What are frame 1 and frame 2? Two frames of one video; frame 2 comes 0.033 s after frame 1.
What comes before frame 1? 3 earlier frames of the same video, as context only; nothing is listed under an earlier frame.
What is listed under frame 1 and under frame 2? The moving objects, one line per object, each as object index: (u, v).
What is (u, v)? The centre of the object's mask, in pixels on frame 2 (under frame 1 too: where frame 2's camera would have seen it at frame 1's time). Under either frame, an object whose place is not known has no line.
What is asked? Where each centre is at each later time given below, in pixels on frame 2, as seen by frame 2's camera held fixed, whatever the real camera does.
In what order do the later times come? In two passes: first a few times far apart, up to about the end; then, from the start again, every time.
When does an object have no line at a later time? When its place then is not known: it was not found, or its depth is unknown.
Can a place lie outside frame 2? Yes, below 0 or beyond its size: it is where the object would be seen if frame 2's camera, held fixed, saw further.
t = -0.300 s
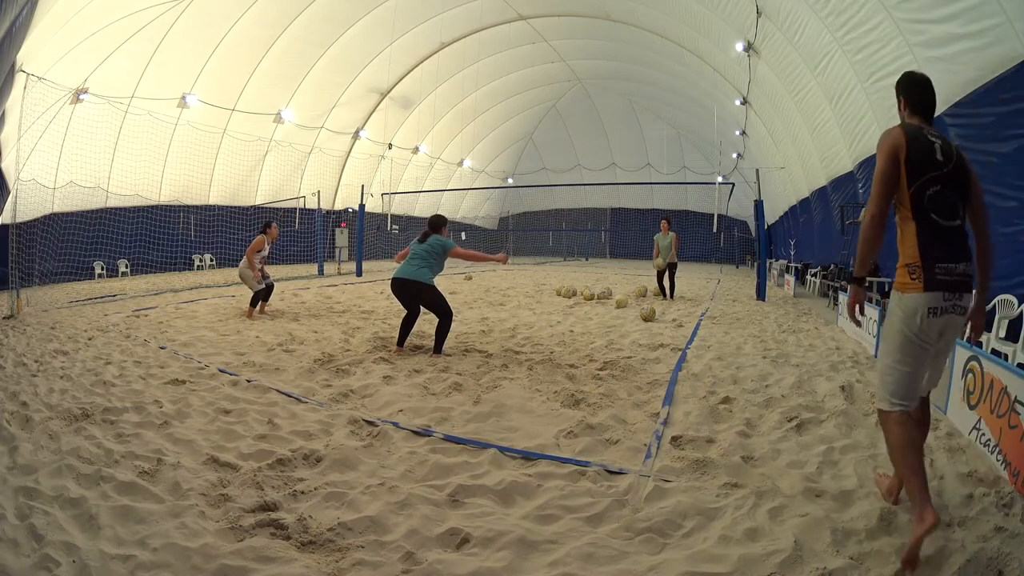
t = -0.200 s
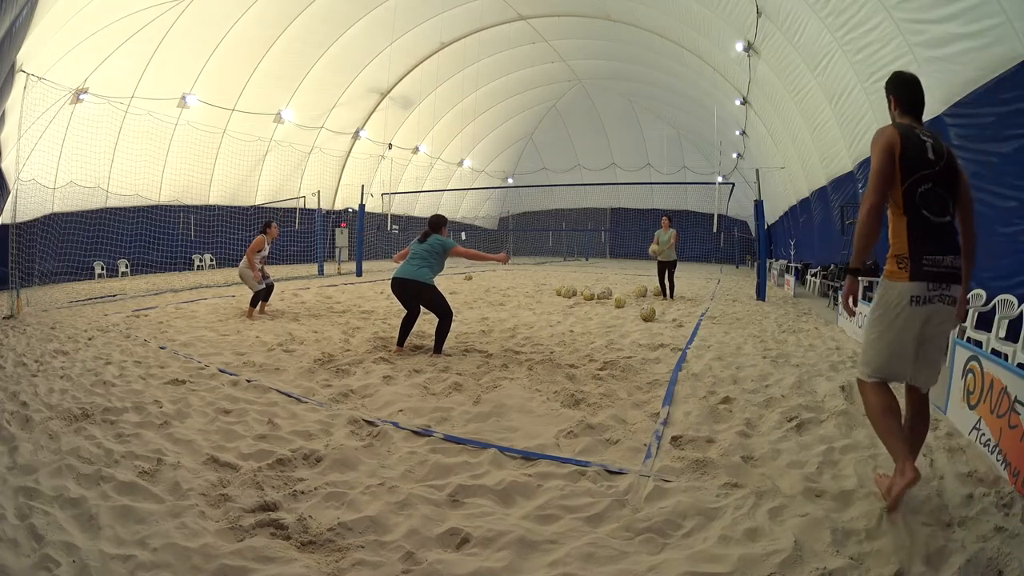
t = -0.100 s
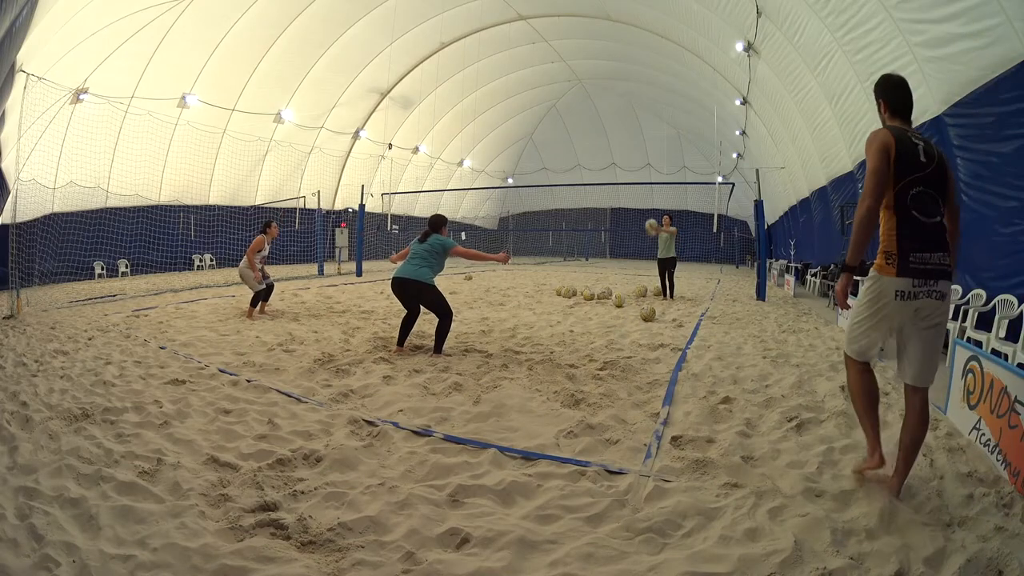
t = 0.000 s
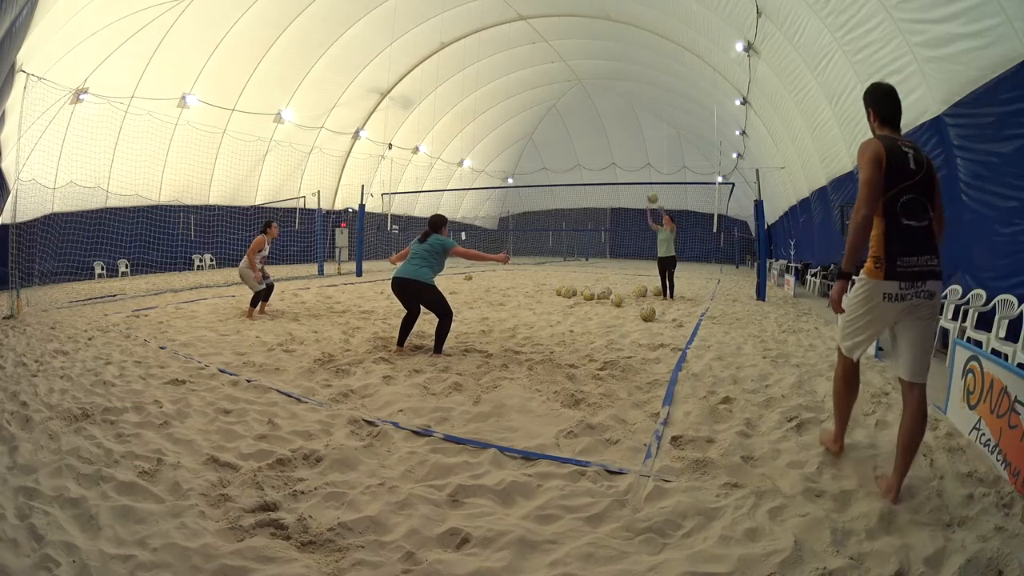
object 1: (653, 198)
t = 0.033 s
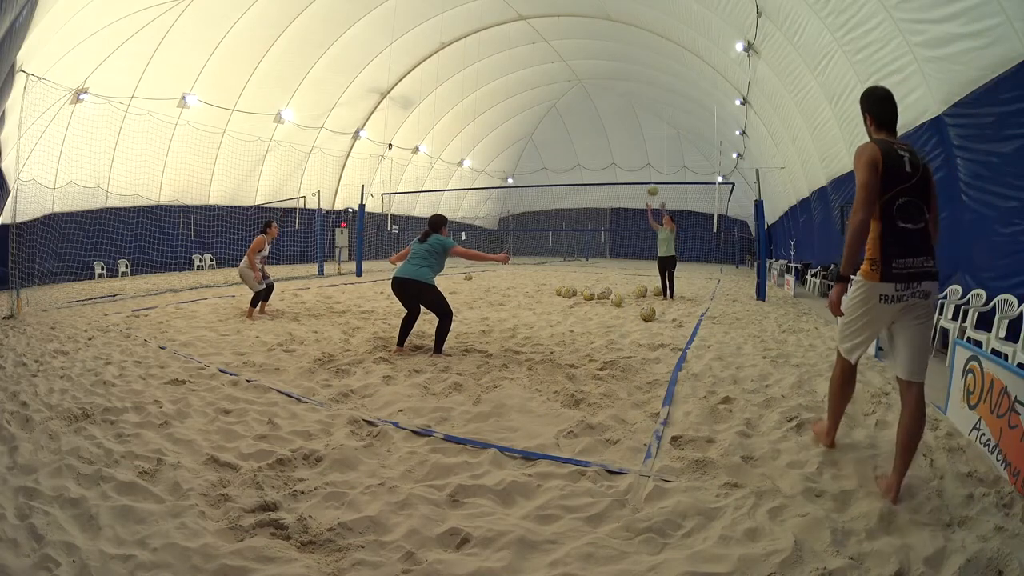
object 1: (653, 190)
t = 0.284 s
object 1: (654, 152)
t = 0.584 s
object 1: (656, 150)
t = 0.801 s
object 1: (659, 176)
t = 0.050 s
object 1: (652, 187)
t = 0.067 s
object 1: (653, 184)
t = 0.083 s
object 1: (653, 180)
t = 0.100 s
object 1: (653, 177)
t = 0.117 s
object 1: (653, 173)
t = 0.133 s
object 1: (653, 171)
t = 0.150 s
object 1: (653, 168)
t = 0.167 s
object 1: (653, 165)
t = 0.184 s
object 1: (654, 163)
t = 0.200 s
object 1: (654, 161)
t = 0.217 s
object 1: (654, 158)
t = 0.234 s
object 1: (654, 157)
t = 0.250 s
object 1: (654, 155)
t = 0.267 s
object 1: (654, 154)
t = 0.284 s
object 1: (654, 152)
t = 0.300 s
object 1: (654, 151)
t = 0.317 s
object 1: (654, 149)
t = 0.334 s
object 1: (654, 148)
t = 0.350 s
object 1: (655, 147)
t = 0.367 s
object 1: (655, 146)
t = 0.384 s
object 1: (655, 146)
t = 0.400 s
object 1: (655, 146)
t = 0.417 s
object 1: (655, 145)
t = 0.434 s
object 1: (655, 145)
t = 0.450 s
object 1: (655, 145)
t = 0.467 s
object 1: (655, 145)
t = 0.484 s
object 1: (655, 145)
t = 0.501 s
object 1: (655, 146)
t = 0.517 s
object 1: (655, 147)
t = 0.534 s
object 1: (656, 147)
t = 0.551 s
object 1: (656, 148)
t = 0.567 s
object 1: (656, 149)
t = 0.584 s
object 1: (656, 150)
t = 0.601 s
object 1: (656, 151)
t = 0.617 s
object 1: (656, 153)
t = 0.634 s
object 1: (657, 155)
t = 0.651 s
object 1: (657, 156)
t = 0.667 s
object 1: (657, 157)
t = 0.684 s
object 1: (657, 159)
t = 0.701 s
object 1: (658, 161)
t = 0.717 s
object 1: (658, 163)
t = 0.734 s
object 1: (658, 166)
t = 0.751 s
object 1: (658, 168)
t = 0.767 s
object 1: (658, 170)
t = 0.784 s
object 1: (659, 173)
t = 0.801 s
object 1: (659, 176)
